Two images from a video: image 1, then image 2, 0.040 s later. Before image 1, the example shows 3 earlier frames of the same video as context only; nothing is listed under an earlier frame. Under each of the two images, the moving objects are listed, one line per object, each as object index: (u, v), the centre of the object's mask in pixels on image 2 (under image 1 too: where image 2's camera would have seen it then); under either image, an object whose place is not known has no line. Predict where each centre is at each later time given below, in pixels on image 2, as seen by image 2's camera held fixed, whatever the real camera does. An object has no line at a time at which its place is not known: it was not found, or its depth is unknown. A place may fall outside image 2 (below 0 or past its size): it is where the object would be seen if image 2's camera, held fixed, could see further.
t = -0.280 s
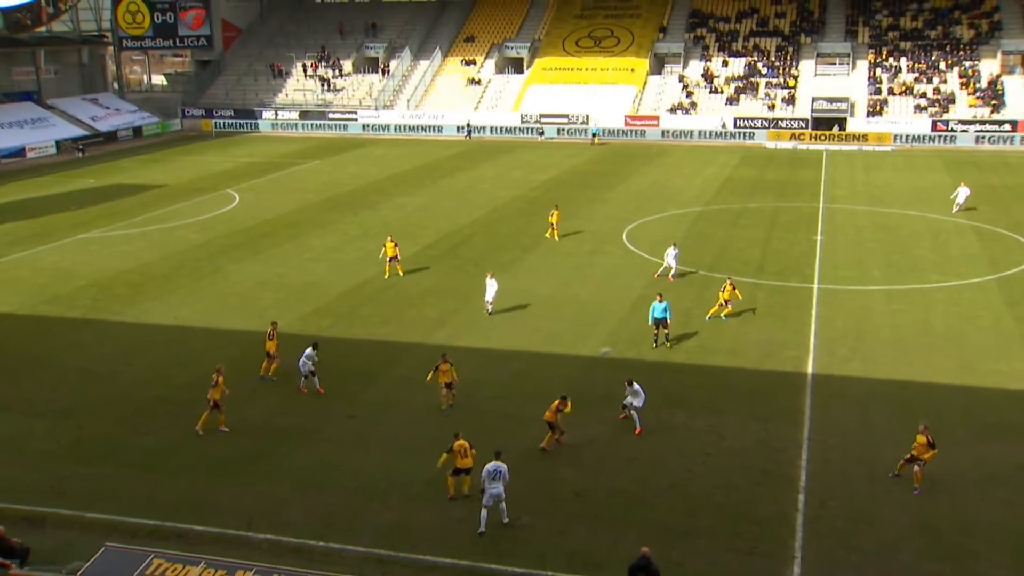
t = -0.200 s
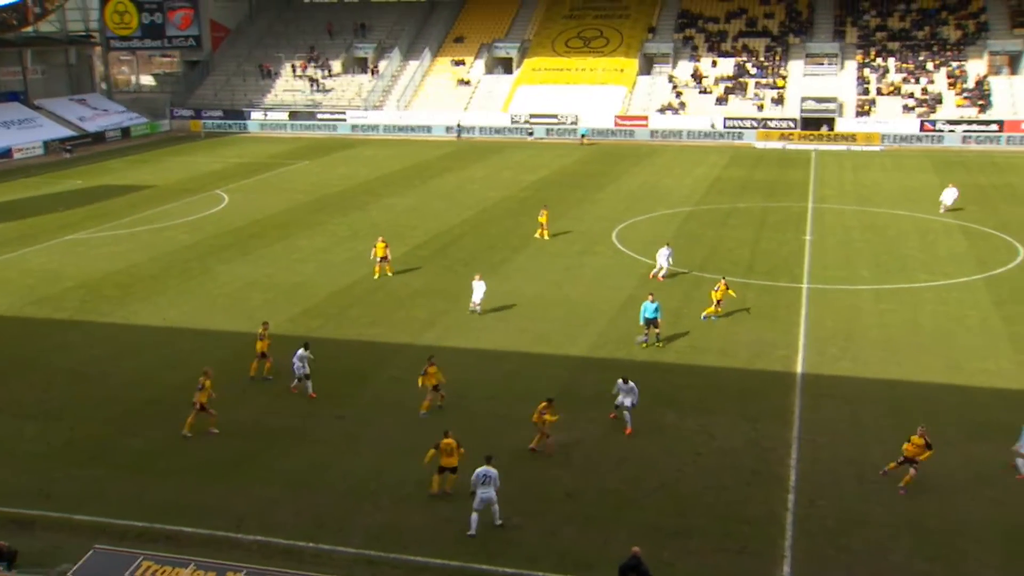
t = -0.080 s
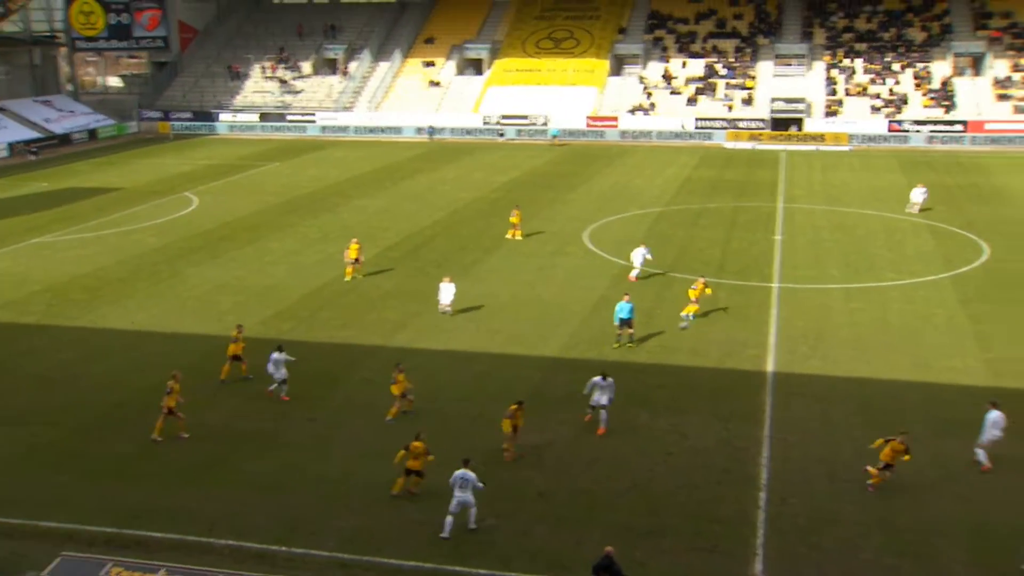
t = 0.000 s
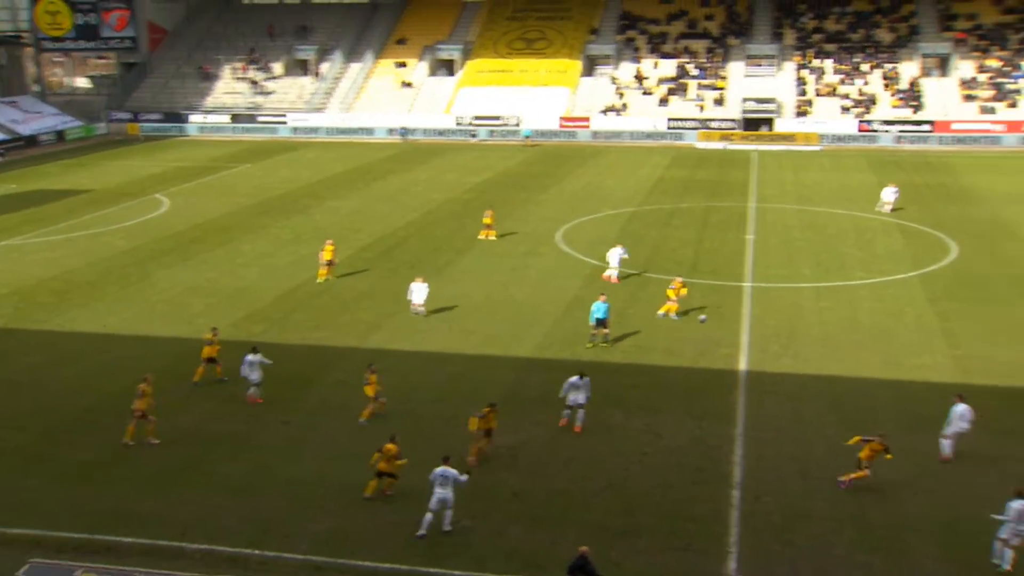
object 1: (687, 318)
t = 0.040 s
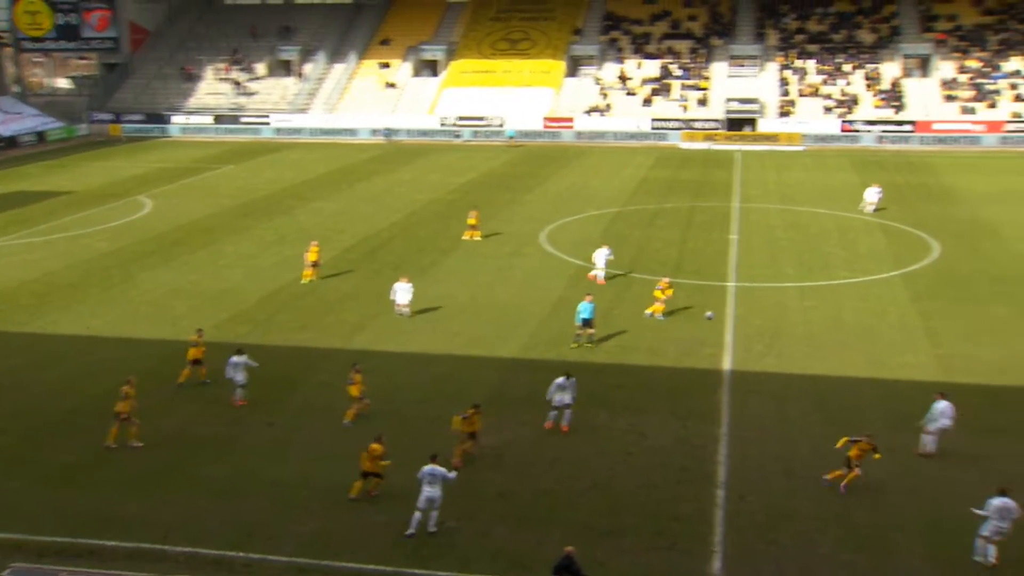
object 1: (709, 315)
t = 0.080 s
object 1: (731, 313)
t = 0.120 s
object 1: (752, 312)
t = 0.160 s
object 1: (773, 311)
